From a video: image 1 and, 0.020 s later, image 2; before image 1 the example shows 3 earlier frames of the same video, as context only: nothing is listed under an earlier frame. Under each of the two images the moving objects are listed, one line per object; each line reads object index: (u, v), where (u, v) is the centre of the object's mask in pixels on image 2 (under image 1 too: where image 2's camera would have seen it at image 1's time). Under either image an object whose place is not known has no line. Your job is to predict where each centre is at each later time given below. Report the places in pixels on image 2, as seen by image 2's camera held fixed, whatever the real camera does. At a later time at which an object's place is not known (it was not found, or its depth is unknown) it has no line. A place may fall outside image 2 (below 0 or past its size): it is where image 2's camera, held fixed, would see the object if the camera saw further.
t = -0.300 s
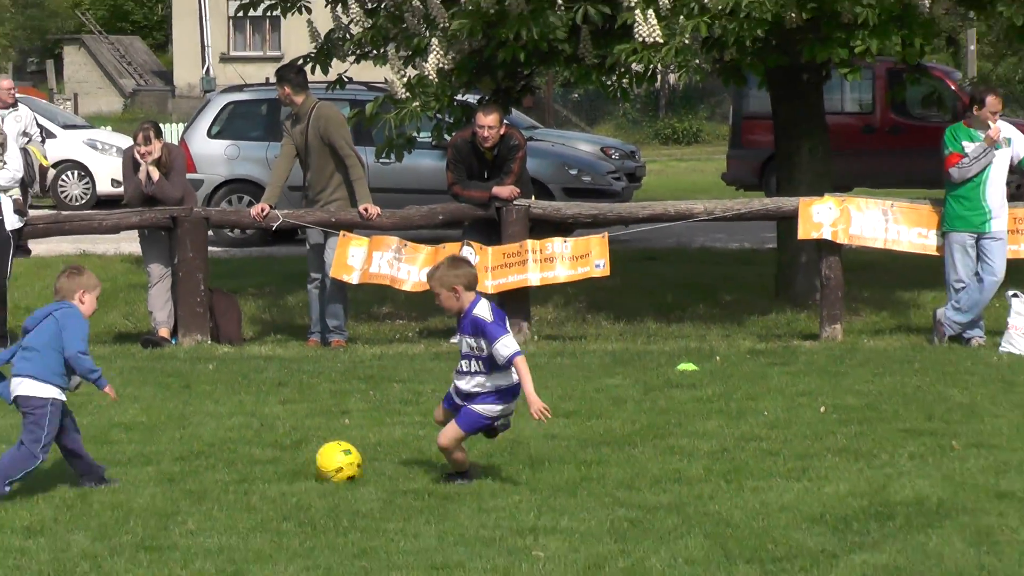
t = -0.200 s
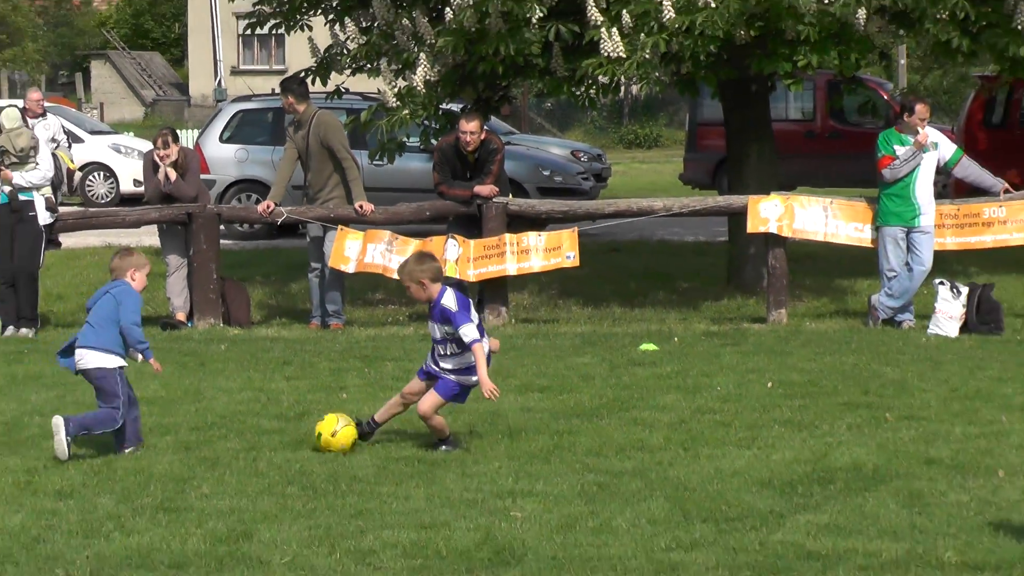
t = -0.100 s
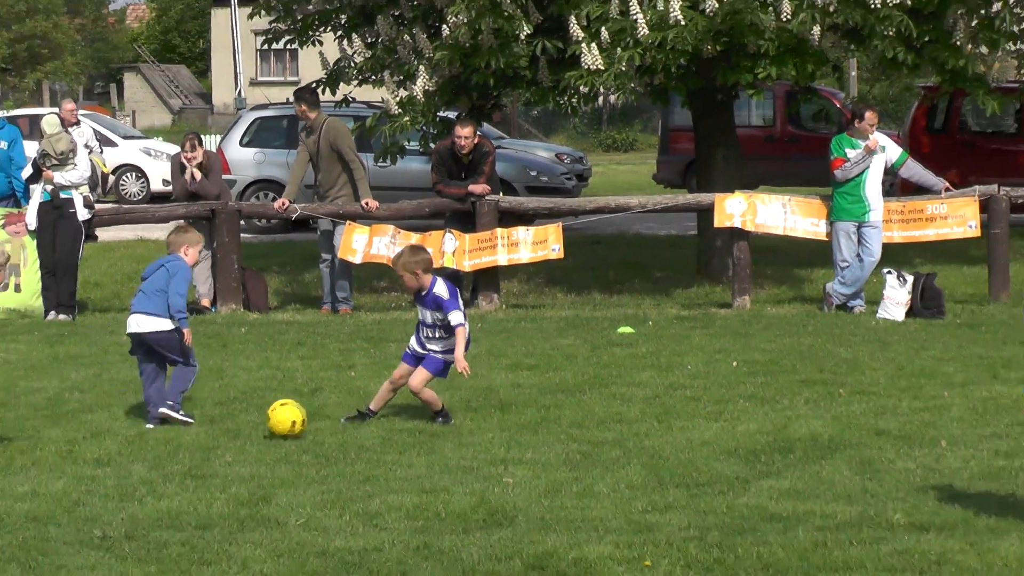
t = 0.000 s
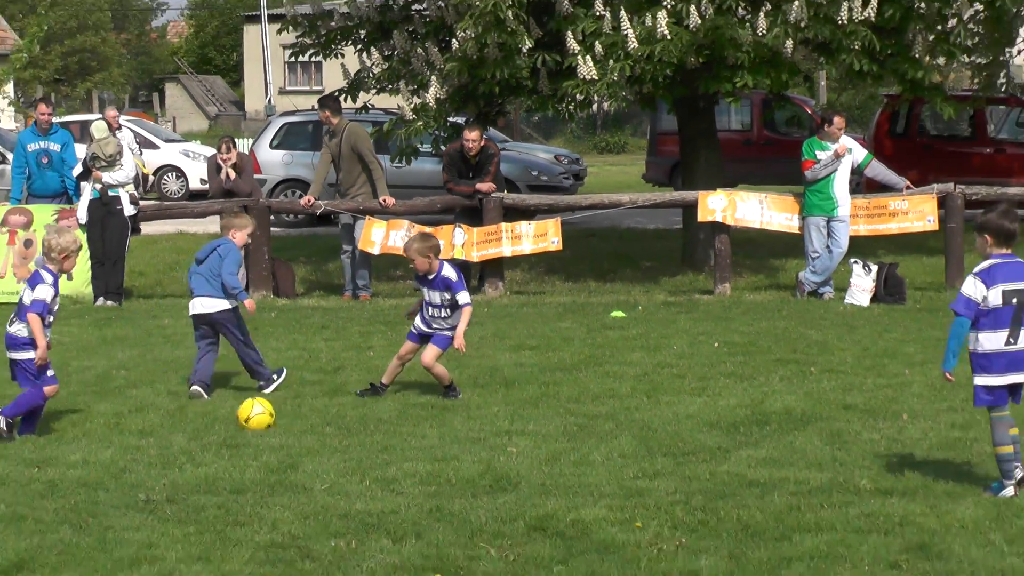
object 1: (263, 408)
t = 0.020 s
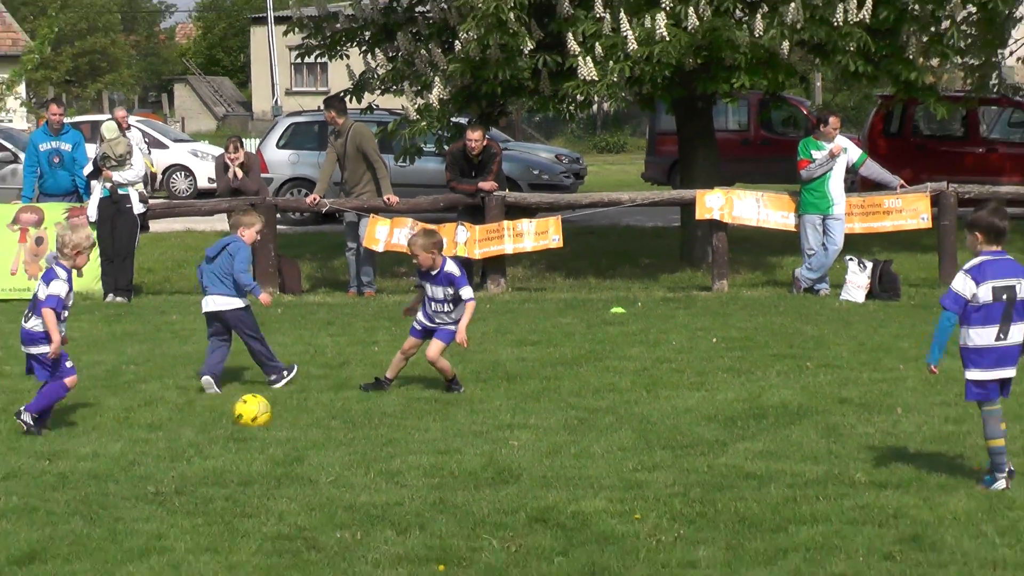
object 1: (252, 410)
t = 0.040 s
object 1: (242, 412)
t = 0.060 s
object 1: (233, 414)
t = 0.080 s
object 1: (224, 417)
